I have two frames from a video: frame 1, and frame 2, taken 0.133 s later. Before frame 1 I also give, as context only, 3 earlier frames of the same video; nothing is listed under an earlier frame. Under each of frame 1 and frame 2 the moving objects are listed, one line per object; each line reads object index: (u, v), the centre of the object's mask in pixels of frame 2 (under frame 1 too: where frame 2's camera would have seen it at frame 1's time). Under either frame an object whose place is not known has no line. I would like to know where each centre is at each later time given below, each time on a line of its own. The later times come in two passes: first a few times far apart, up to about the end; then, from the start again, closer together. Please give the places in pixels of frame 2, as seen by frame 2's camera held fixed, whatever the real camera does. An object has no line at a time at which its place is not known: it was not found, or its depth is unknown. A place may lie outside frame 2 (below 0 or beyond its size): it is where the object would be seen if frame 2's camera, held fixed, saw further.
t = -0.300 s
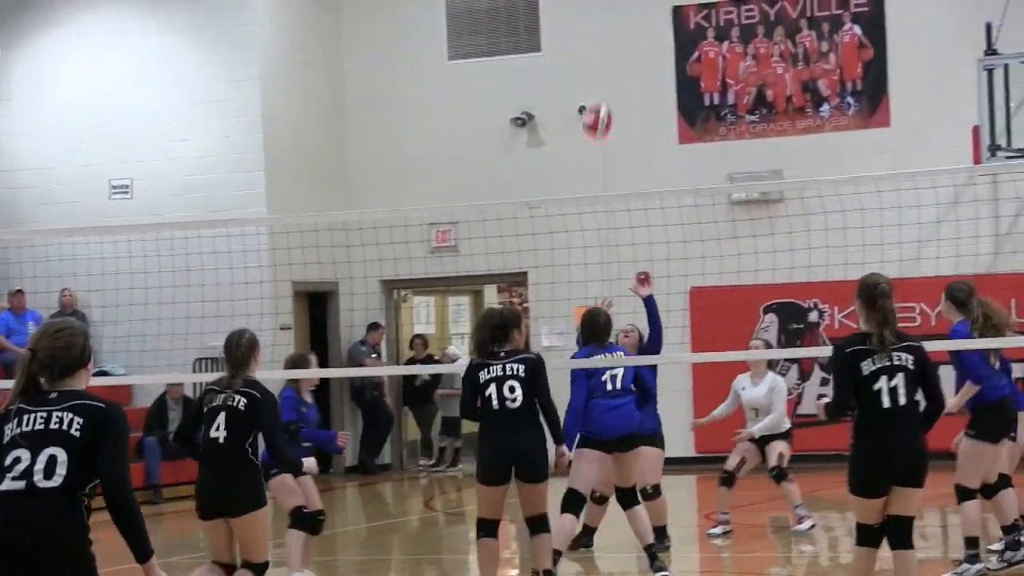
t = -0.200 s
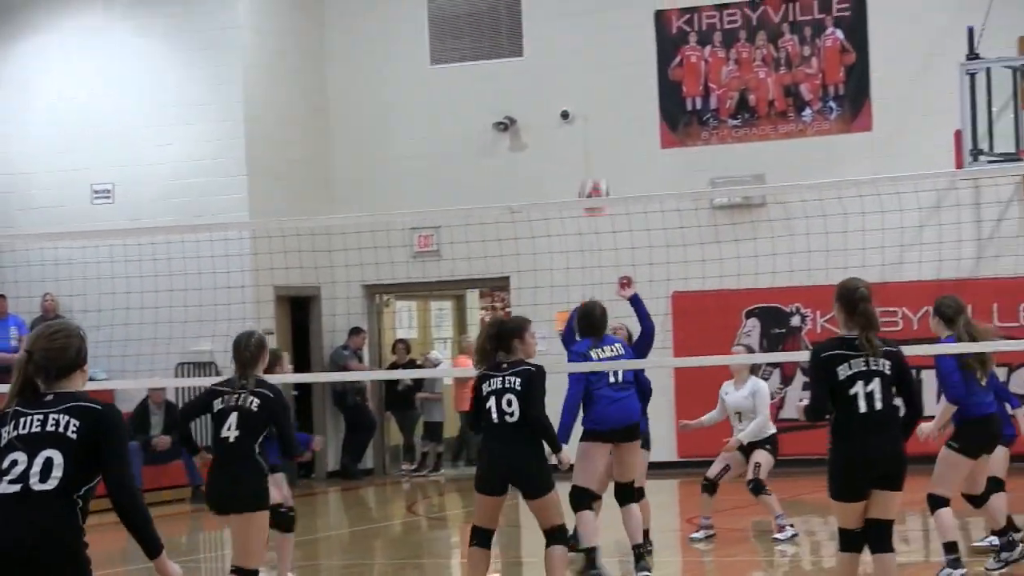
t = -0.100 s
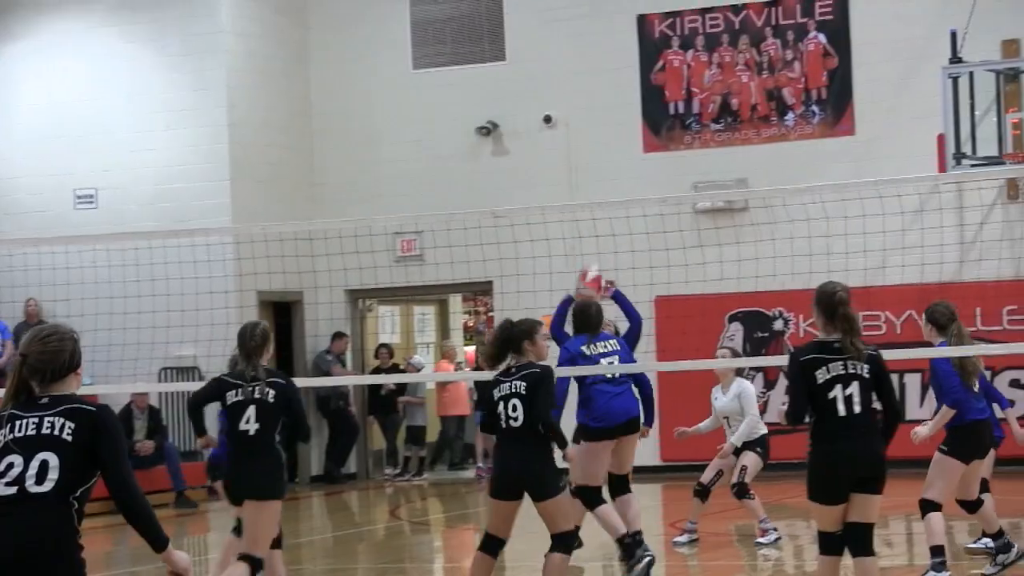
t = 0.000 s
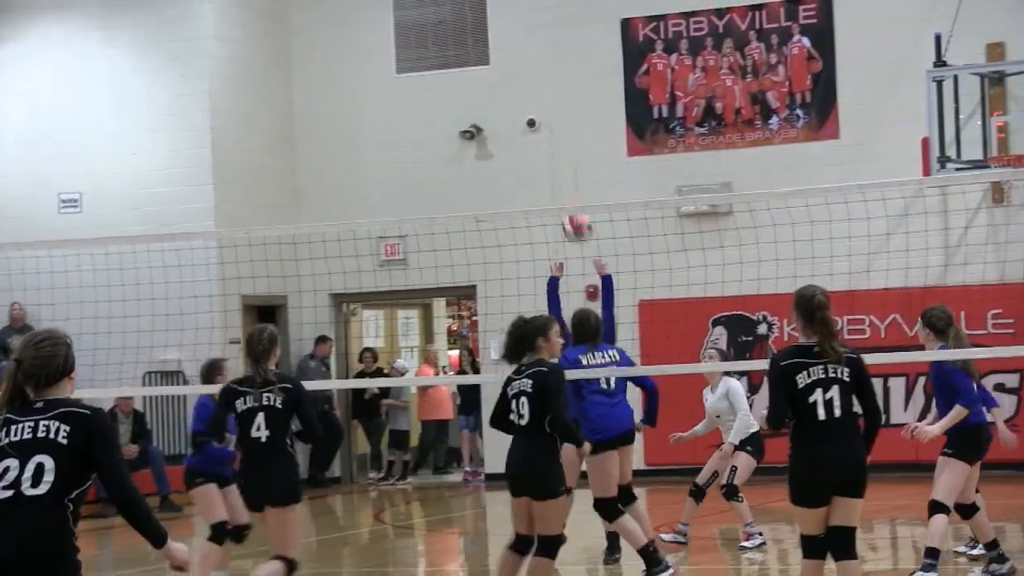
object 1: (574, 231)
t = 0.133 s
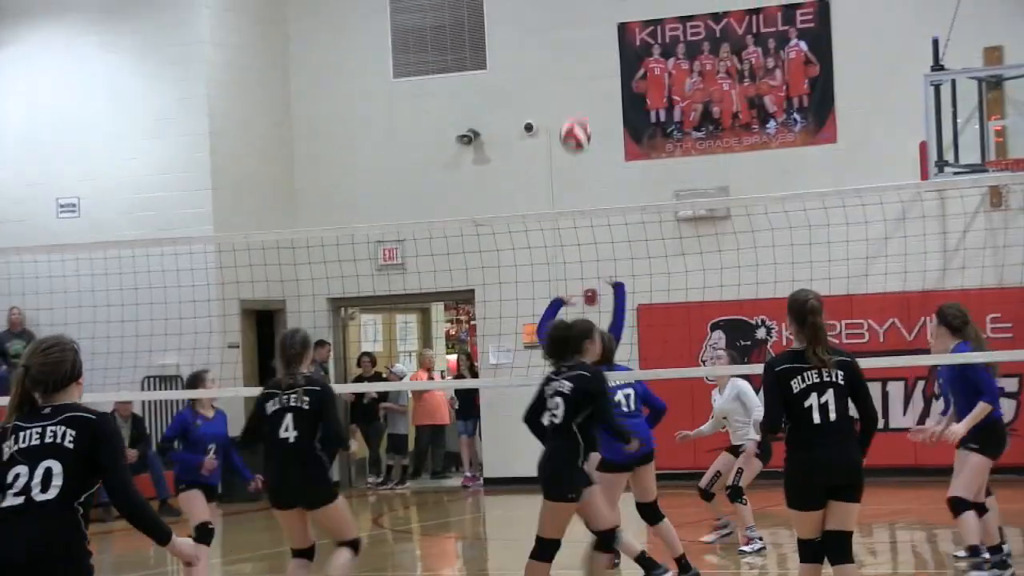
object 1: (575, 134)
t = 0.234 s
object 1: (575, 80)
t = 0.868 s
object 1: (588, 76)
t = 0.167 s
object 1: (575, 115)
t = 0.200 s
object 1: (575, 96)
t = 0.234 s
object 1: (575, 80)
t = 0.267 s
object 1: (575, 66)
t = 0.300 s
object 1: (575, 52)
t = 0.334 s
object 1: (575, 41)
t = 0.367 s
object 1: (575, 31)
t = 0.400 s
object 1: (575, 22)
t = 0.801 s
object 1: (585, 47)
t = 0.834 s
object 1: (586, 61)
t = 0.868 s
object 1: (588, 76)
